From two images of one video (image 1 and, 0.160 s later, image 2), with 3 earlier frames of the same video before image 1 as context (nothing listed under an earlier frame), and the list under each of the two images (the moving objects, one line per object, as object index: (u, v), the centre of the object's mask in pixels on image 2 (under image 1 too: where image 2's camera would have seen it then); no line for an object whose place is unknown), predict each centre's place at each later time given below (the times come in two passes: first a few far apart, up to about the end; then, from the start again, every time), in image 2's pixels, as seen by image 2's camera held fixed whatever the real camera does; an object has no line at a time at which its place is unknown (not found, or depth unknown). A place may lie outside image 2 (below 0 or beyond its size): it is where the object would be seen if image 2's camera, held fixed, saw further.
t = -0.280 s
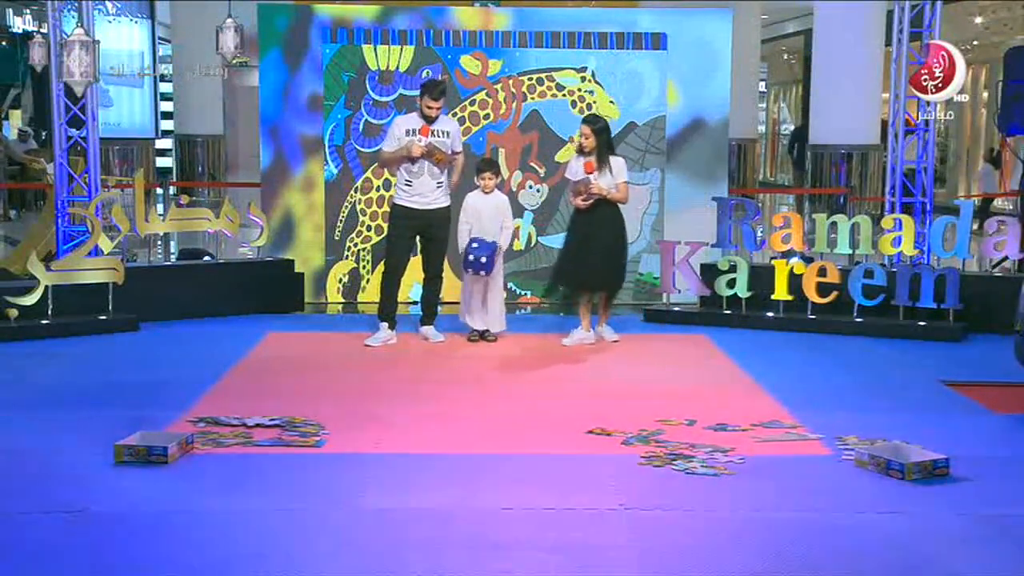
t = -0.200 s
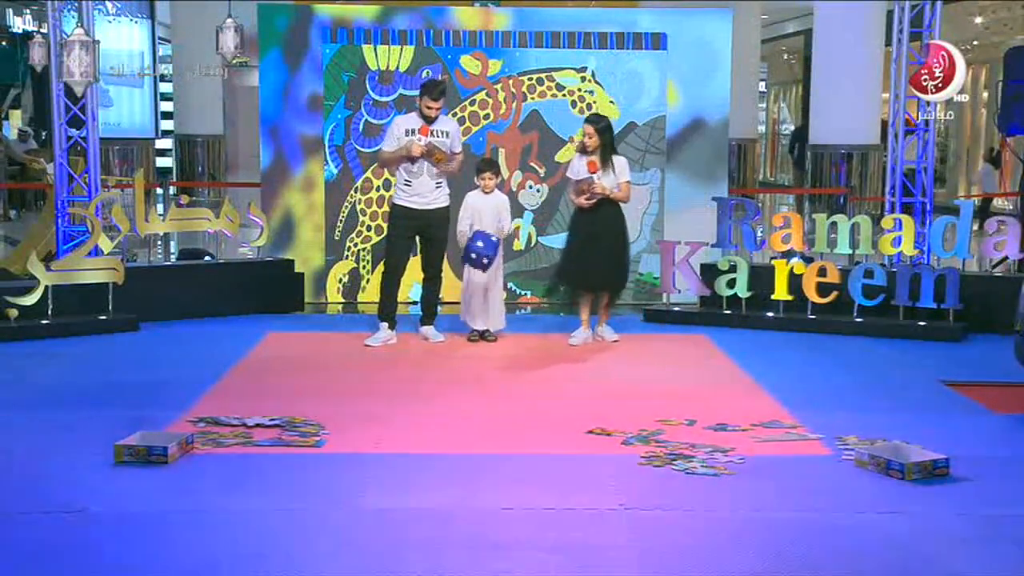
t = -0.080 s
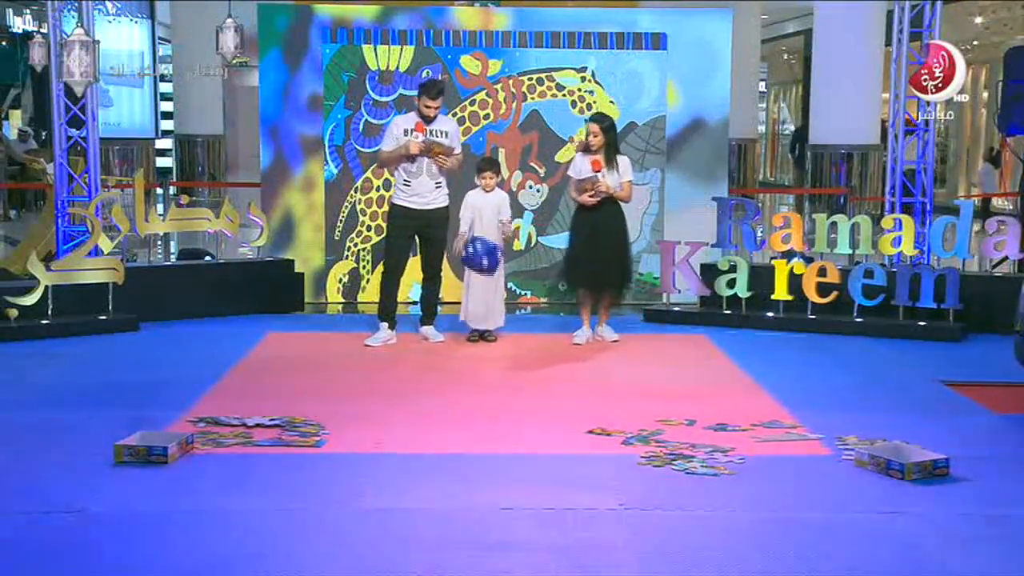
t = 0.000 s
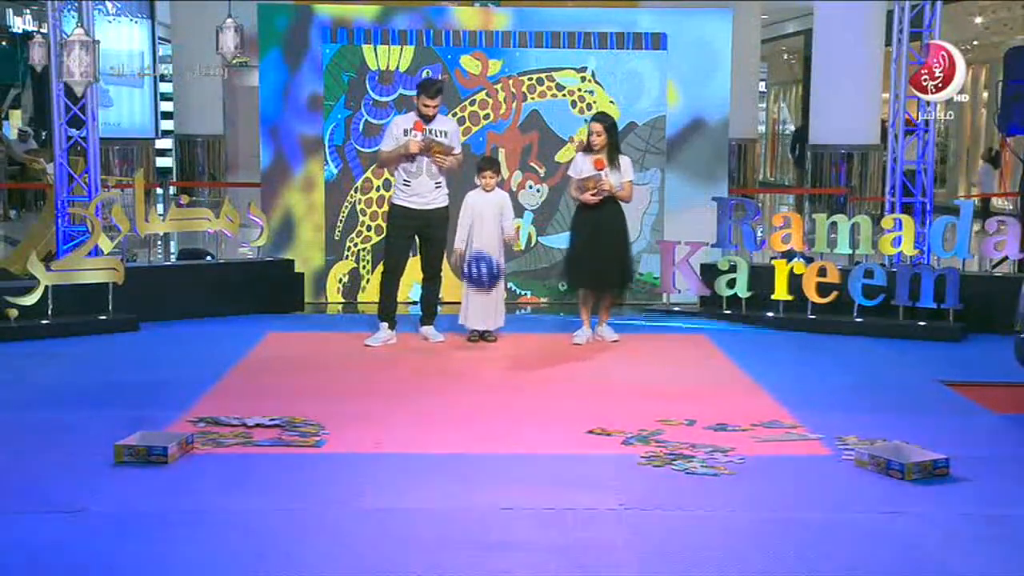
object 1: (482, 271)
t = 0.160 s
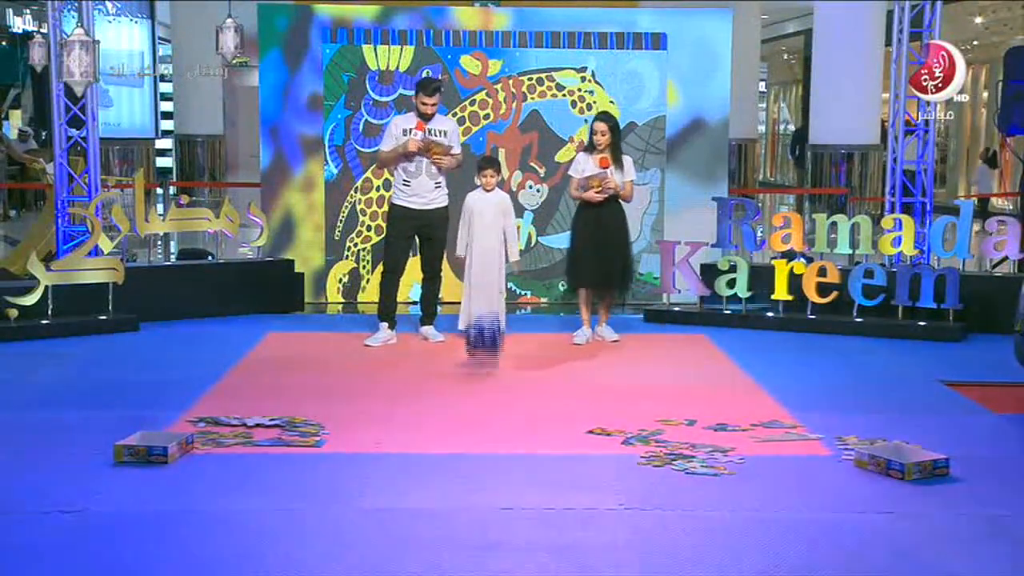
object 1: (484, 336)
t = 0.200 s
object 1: (483, 352)
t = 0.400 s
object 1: (468, 329)
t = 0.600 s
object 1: (453, 367)
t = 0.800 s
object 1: (438, 377)
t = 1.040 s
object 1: (411, 389)
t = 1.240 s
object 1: (403, 390)
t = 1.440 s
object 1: (388, 397)
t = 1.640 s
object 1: (374, 402)
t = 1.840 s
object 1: (361, 412)
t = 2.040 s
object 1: (352, 413)
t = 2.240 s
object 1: (350, 418)
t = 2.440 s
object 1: (351, 425)
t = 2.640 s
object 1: (345, 431)
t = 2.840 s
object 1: (323, 434)
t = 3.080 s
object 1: (312, 440)
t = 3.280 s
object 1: (313, 441)
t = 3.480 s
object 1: (302, 446)
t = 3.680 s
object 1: (286, 453)
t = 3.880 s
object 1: (287, 452)
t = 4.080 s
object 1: (283, 453)
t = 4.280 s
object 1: (291, 455)
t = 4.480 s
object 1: (300, 449)
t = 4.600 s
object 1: (300, 449)
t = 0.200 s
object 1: (483, 352)
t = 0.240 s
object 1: (481, 344)
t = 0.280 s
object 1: (478, 336)
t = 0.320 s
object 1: (475, 331)
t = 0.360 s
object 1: (472, 329)
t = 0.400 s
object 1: (468, 329)
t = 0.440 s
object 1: (466, 331)
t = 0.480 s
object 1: (463, 336)
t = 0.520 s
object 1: (460, 344)
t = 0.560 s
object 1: (457, 355)
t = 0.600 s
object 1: (453, 367)
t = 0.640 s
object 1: (451, 369)
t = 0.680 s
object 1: (448, 370)
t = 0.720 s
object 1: (446, 371)
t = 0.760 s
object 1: (442, 376)
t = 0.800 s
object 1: (438, 377)
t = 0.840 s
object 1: (433, 375)
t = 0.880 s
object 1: (427, 377)
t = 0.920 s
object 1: (422, 380)
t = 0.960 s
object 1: (418, 381)
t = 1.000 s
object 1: (414, 383)
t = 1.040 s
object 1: (411, 389)
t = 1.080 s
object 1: (409, 386)
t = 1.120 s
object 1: (407, 385)
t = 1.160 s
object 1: (406, 387)
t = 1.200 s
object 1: (404, 390)
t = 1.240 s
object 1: (403, 390)
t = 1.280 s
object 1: (401, 392)
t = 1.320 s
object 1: (399, 397)
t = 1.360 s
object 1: (397, 401)
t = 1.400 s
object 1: (392, 399)
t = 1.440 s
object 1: (388, 397)
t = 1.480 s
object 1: (385, 398)
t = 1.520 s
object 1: (381, 401)
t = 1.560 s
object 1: (378, 405)
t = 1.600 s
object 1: (376, 402)
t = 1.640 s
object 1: (374, 402)
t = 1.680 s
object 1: (372, 402)
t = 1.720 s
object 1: (370, 403)
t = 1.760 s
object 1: (367, 405)
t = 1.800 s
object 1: (364, 408)
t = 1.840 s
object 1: (361, 412)
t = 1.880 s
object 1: (358, 413)
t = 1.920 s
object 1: (356, 415)
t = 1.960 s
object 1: (354, 414)
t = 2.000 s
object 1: (353, 413)
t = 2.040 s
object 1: (352, 413)
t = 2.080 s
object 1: (352, 413)
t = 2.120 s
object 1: (351, 413)
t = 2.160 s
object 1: (351, 414)
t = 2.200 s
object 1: (350, 416)
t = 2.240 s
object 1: (350, 418)
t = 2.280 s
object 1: (350, 421)
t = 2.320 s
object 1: (350, 424)
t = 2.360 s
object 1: (350, 426)
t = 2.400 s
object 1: (350, 426)
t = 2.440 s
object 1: (351, 425)
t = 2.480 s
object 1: (351, 425)
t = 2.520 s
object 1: (351, 425)
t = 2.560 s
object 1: (349, 426)
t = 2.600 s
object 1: (348, 428)
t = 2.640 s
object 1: (345, 431)
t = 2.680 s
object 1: (342, 434)
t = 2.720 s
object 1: (337, 435)
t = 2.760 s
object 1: (332, 436)
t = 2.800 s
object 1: (327, 436)
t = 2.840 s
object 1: (323, 434)
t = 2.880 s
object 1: (320, 432)
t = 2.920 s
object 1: (317, 432)
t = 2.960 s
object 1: (315, 433)
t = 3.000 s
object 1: (314, 435)
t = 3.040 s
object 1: (313, 436)
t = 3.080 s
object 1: (312, 440)
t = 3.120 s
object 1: (312, 443)
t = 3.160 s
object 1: (312, 443)
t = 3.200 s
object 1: (313, 443)
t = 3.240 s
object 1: (313, 442)
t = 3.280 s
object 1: (313, 441)
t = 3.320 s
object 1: (312, 441)
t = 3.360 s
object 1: (311, 442)
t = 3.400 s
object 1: (309, 443)
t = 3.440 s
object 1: (305, 445)
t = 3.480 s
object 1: (302, 446)
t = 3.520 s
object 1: (298, 447)
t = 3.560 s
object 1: (294, 447)
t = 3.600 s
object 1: (291, 448)
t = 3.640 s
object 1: (288, 451)
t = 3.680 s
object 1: (286, 453)
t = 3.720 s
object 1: (286, 453)
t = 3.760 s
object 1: (286, 453)
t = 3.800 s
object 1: (287, 453)
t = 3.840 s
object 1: (288, 452)
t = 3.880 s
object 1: (287, 452)
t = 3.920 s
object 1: (286, 452)
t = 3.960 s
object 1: (284, 453)
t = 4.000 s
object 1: (283, 453)
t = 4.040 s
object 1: (283, 453)
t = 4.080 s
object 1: (283, 453)
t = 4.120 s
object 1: (284, 453)
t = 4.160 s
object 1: (287, 453)
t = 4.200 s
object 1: (288, 454)
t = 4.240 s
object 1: (289, 455)
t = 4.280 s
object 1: (291, 455)
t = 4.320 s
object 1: (294, 454)
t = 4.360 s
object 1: (296, 452)
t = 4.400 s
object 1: (298, 451)
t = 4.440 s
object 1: (300, 450)
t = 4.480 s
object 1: (300, 449)
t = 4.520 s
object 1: (300, 449)
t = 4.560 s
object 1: (300, 449)
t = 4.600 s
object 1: (300, 449)
